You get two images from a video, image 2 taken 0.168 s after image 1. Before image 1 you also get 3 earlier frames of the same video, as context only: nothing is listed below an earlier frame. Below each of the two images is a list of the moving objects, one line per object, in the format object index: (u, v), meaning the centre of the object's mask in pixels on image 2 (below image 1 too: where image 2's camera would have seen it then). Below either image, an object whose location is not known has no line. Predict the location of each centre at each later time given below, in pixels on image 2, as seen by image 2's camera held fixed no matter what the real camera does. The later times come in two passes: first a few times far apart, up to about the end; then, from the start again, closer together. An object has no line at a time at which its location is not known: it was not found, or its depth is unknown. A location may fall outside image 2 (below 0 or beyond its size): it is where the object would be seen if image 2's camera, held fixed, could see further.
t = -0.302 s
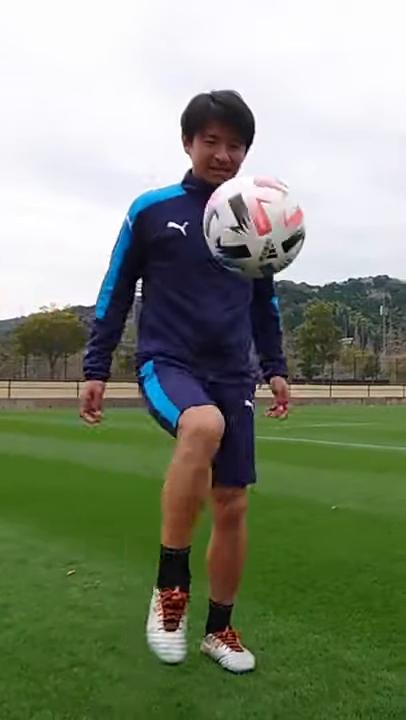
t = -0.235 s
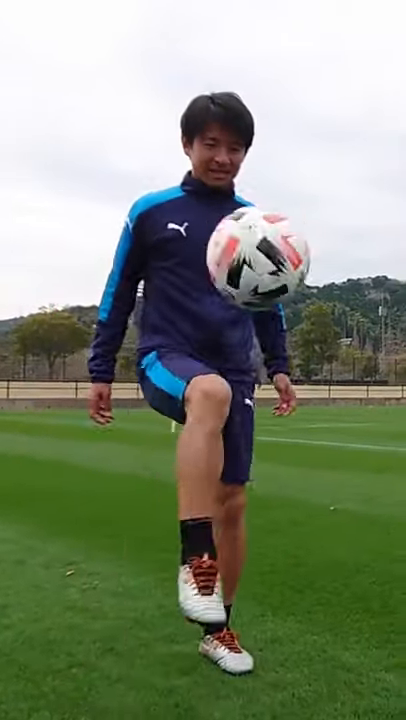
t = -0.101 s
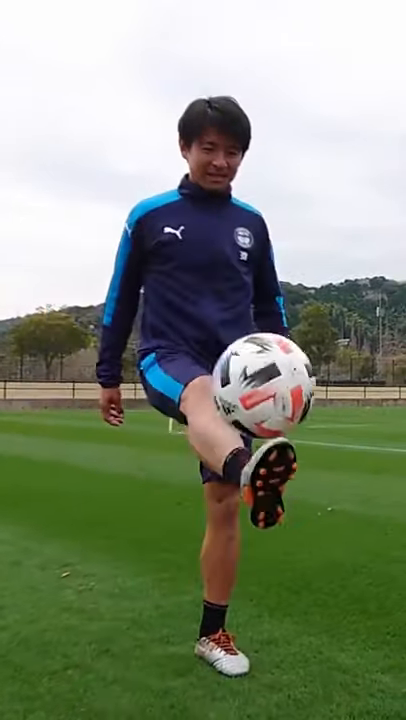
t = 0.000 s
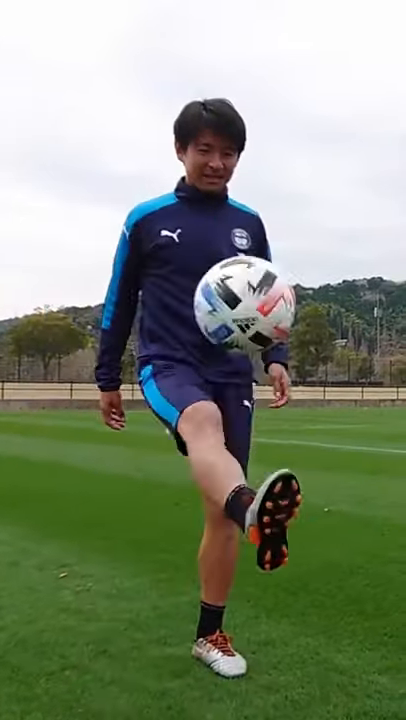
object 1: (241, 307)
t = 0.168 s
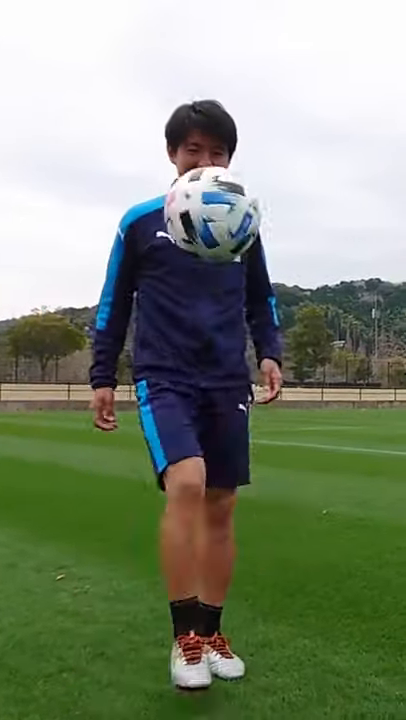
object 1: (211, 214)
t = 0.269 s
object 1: (195, 214)
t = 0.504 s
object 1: (153, 367)
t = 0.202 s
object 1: (207, 210)
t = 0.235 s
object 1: (202, 210)
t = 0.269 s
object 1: (195, 214)
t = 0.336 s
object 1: (182, 236)
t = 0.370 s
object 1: (177, 254)
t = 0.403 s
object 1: (171, 276)
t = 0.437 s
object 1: (165, 302)
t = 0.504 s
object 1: (153, 367)
